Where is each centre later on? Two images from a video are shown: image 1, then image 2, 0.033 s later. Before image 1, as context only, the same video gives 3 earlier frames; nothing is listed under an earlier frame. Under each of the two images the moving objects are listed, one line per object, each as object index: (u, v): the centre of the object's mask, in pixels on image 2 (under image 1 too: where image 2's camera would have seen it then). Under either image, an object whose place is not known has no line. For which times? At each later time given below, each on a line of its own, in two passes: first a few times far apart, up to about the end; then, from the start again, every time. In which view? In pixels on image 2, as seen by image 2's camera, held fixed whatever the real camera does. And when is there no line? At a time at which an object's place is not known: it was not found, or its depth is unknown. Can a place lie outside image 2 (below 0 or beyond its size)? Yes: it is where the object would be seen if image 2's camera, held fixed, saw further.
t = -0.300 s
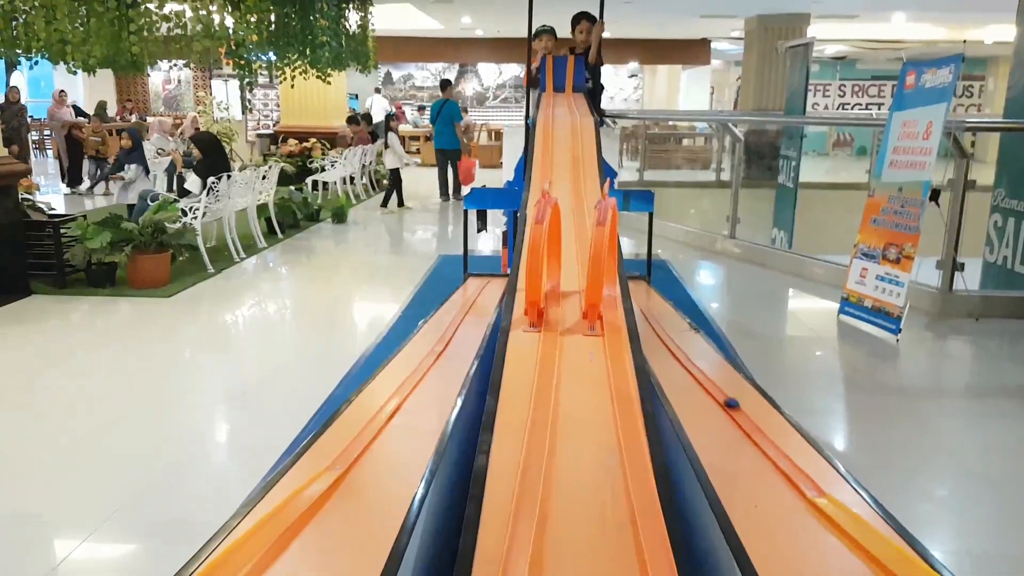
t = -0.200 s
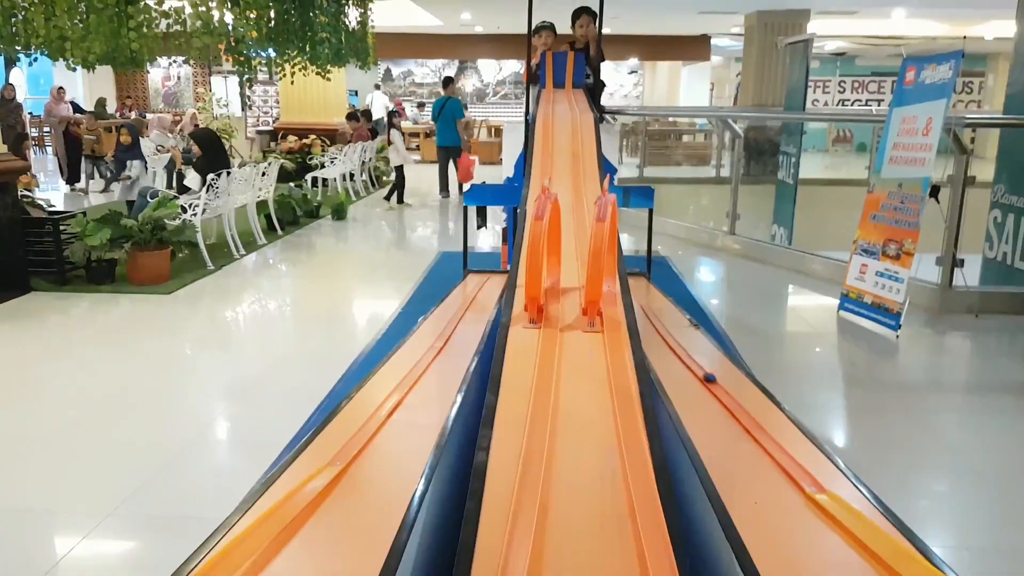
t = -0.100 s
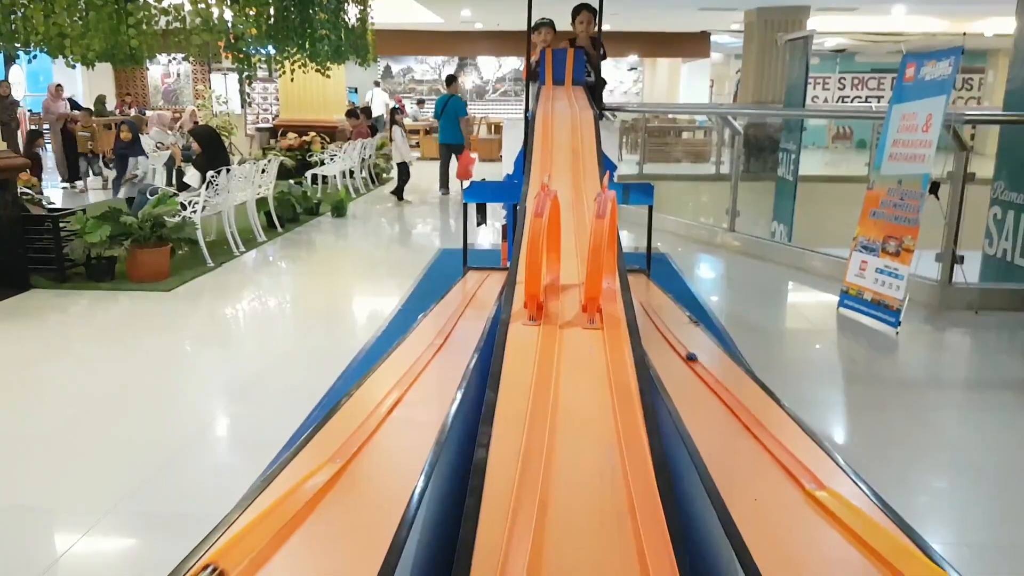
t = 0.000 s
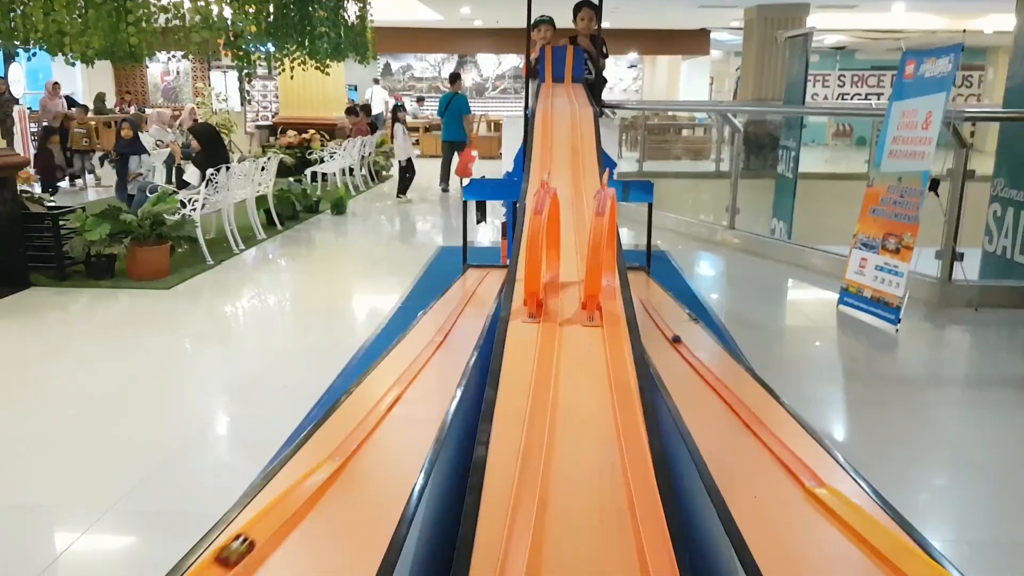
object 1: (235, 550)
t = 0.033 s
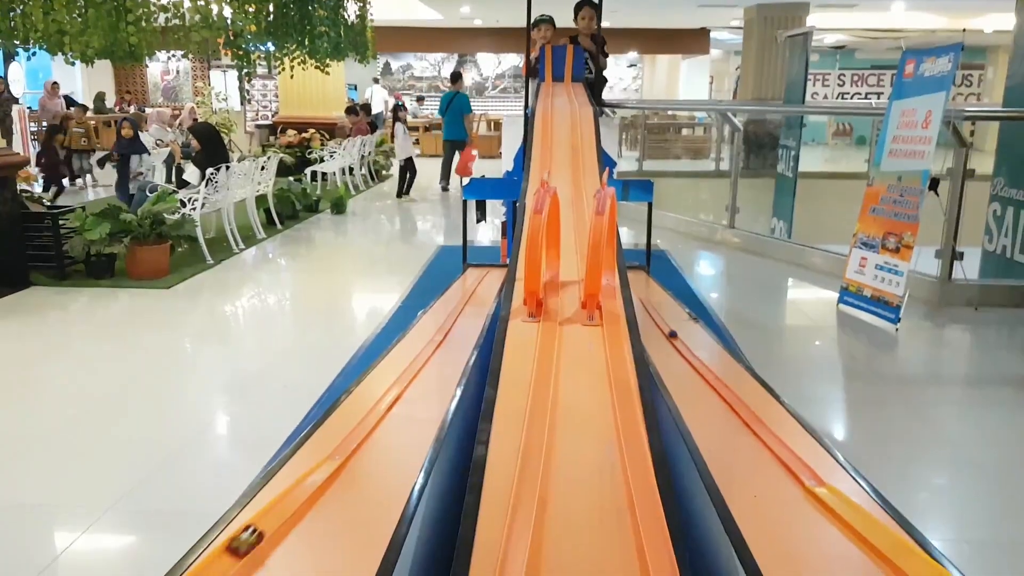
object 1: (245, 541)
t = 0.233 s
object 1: (296, 495)
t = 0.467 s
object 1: (343, 449)
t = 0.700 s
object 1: (378, 407)
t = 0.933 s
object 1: (406, 374)
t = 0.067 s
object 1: (255, 533)
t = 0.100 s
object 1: (264, 524)
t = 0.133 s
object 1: (272, 517)
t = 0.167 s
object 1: (280, 510)
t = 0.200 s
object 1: (288, 502)
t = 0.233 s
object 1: (296, 495)
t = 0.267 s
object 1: (304, 488)
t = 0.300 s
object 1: (311, 481)
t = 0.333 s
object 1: (318, 474)
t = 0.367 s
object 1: (324, 467)
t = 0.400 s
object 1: (330, 461)
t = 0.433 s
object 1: (337, 455)
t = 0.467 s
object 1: (343, 449)
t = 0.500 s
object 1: (348, 442)
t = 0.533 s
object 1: (354, 436)
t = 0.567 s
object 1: (359, 430)
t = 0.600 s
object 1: (364, 424)
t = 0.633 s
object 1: (369, 418)
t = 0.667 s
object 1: (374, 413)
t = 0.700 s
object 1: (378, 407)
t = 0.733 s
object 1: (383, 401)
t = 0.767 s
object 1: (387, 397)
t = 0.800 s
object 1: (391, 392)
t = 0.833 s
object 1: (395, 387)
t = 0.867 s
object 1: (399, 383)
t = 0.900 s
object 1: (402, 378)
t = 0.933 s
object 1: (406, 374)
